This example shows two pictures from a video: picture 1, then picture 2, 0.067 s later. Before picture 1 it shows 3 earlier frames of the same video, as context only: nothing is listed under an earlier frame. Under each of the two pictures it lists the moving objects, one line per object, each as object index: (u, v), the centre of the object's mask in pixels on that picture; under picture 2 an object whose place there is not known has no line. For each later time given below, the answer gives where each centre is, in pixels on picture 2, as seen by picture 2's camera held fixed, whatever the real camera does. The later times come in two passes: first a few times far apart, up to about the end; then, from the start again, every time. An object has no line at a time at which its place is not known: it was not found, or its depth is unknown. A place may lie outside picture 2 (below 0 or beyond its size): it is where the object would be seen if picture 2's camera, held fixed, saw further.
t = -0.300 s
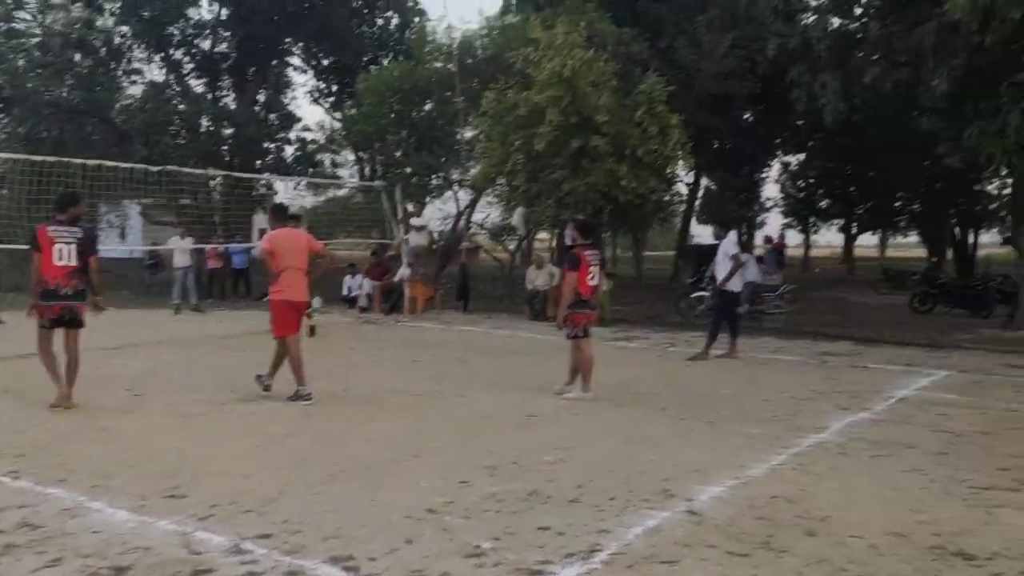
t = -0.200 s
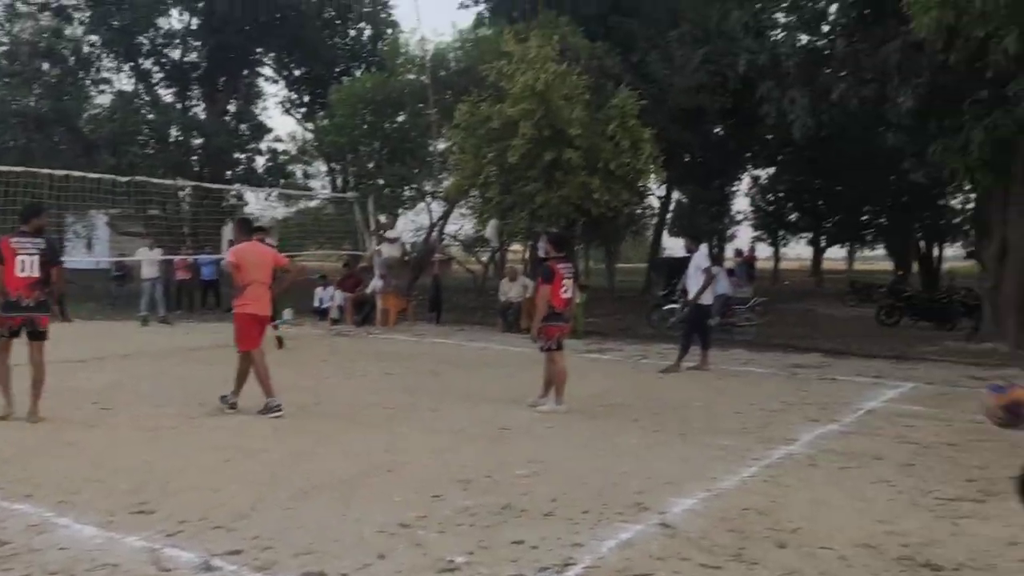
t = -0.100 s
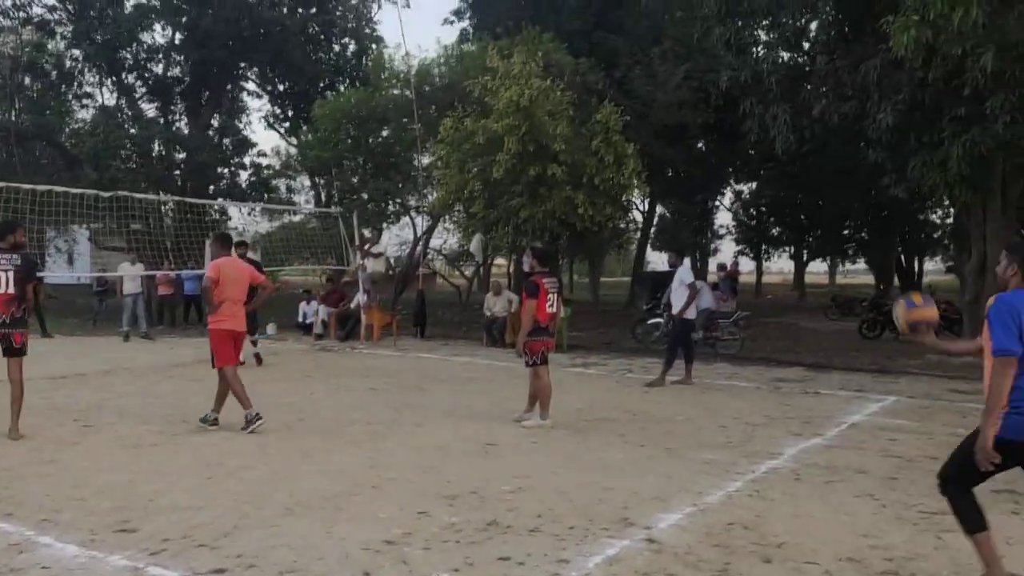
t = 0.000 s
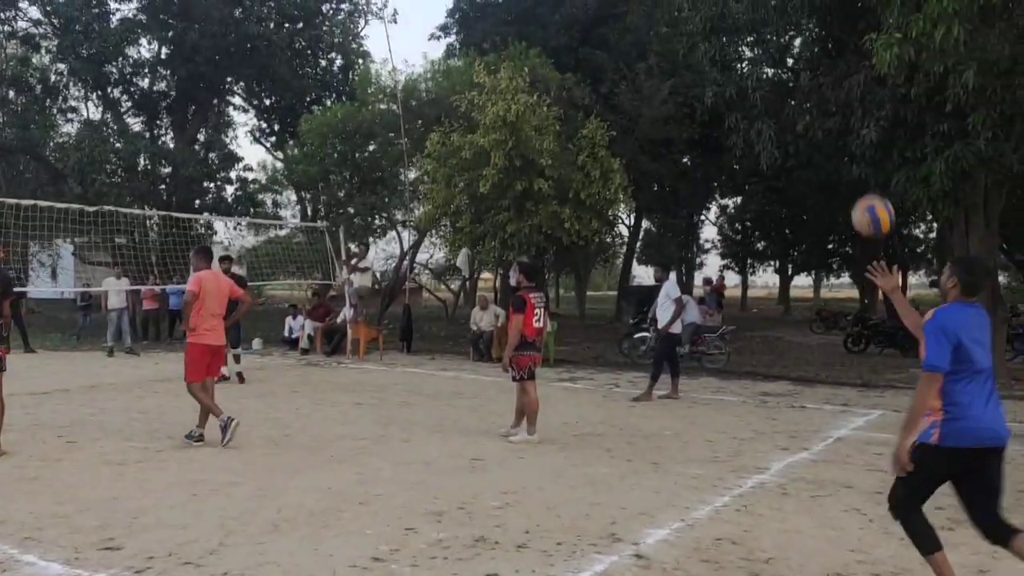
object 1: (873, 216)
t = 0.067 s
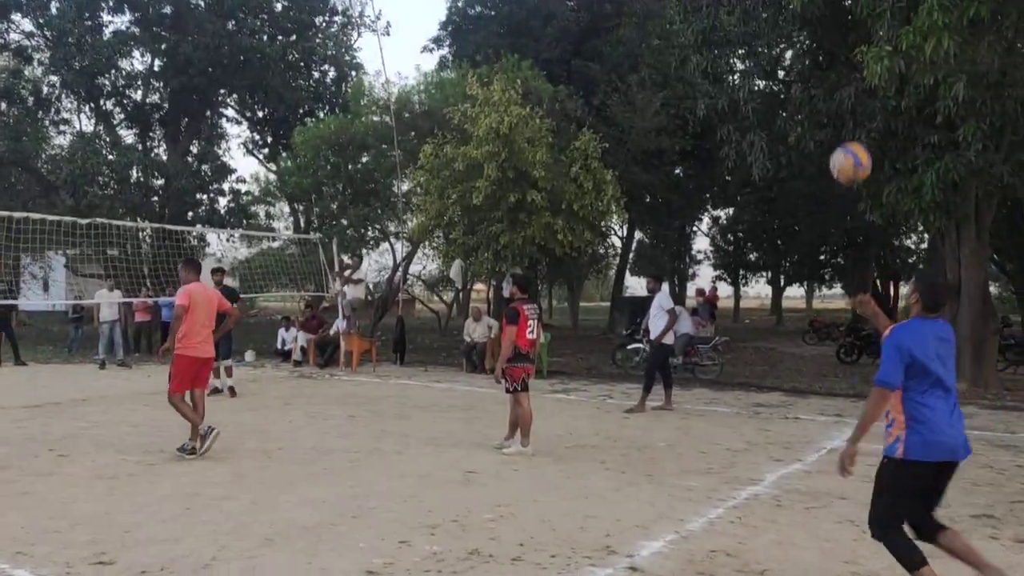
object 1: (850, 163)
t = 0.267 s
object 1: (810, 27)
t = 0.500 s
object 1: (763, -34)
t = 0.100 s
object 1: (844, 136)
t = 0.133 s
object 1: (837, 109)
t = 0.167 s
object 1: (830, 86)
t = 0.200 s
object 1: (824, 65)
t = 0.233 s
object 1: (817, 44)
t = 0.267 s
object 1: (810, 27)
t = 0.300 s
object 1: (803, 12)
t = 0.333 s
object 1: (796, -1)
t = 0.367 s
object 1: (790, -11)
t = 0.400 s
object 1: (783, -20)
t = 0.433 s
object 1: (776, -26)
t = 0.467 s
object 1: (770, -31)
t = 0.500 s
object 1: (763, -34)
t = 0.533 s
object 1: (757, -34)
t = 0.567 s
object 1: (751, -33)
